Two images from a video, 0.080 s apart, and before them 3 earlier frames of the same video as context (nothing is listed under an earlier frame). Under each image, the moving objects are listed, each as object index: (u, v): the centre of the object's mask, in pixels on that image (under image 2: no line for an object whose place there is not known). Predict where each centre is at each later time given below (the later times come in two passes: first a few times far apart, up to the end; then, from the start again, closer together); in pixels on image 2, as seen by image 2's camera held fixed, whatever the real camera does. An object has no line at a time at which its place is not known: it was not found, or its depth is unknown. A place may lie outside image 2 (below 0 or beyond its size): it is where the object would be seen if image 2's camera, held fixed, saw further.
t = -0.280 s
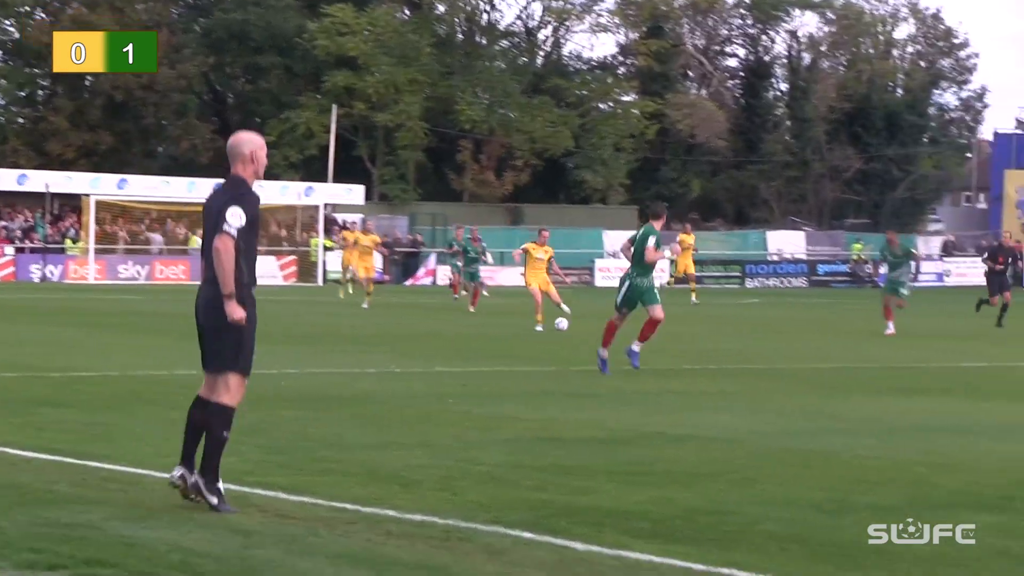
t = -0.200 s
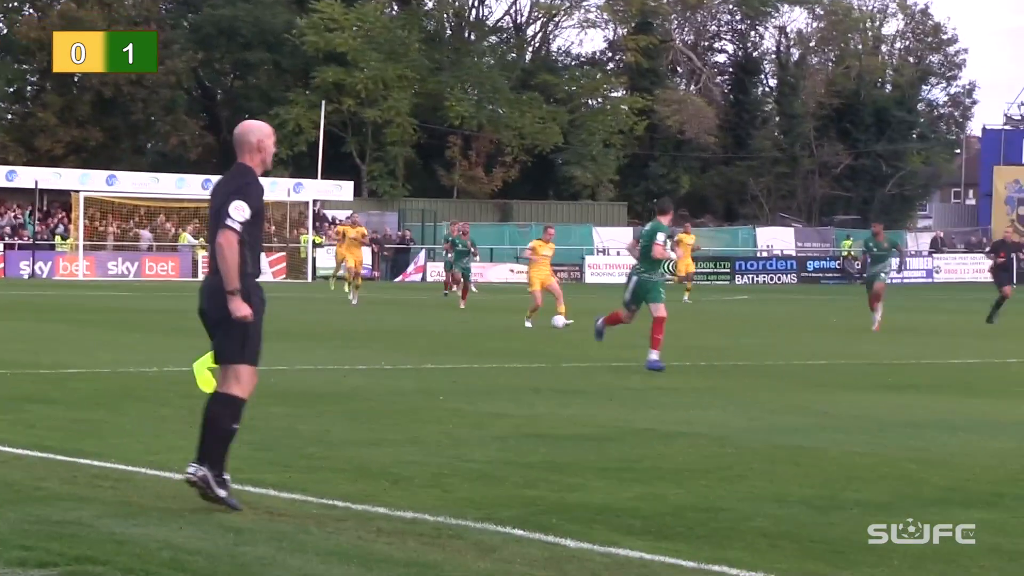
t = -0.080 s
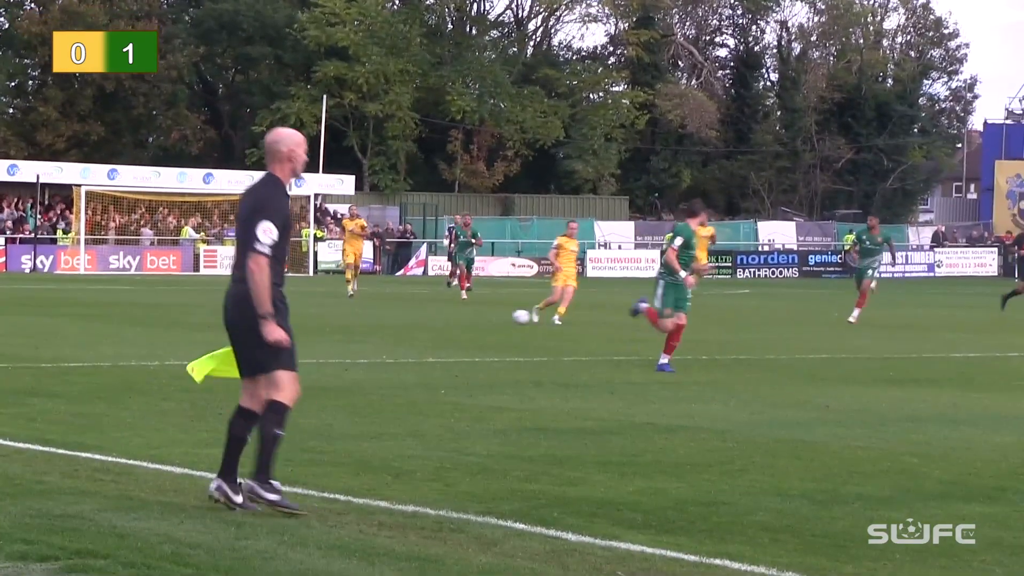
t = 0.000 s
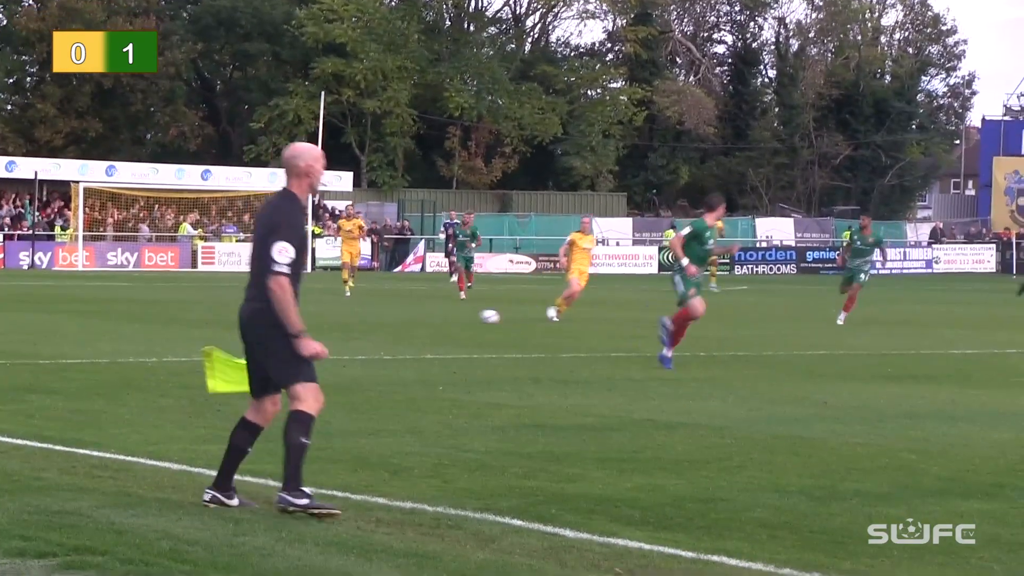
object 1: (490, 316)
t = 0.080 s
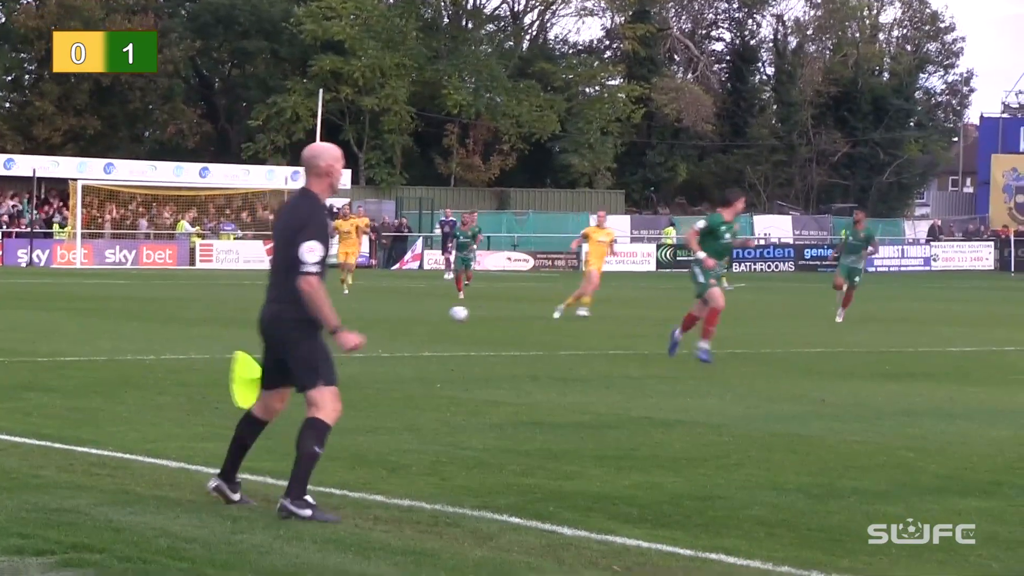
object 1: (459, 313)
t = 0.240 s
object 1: (397, 318)
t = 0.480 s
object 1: (301, 324)
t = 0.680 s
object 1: (223, 329)
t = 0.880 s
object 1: (140, 331)
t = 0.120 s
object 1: (444, 315)
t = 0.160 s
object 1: (429, 317)
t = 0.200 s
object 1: (413, 319)
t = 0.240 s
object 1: (397, 318)
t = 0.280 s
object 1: (387, 319)
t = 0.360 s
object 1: (347, 323)
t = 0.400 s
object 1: (333, 323)
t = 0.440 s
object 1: (318, 323)
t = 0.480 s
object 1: (301, 324)
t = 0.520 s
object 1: (285, 326)
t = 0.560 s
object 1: (269, 326)
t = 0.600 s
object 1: (255, 325)
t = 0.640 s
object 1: (239, 326)
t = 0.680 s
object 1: (223, 329)
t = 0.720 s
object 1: (206, 331)
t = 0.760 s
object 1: (190, 330)
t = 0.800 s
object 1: (174, 328)
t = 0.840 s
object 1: (157, 329)
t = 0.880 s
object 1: (140, 331)
